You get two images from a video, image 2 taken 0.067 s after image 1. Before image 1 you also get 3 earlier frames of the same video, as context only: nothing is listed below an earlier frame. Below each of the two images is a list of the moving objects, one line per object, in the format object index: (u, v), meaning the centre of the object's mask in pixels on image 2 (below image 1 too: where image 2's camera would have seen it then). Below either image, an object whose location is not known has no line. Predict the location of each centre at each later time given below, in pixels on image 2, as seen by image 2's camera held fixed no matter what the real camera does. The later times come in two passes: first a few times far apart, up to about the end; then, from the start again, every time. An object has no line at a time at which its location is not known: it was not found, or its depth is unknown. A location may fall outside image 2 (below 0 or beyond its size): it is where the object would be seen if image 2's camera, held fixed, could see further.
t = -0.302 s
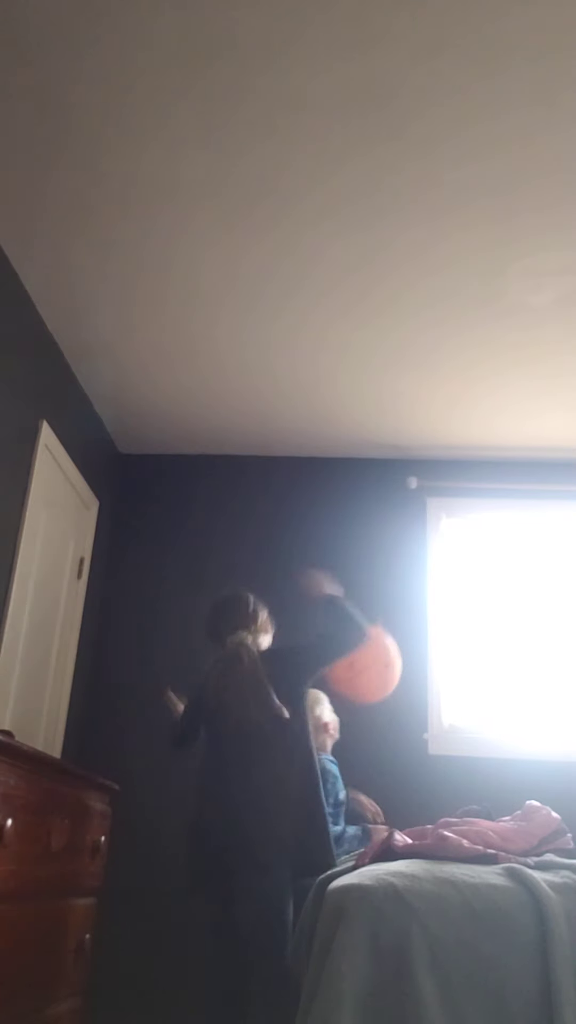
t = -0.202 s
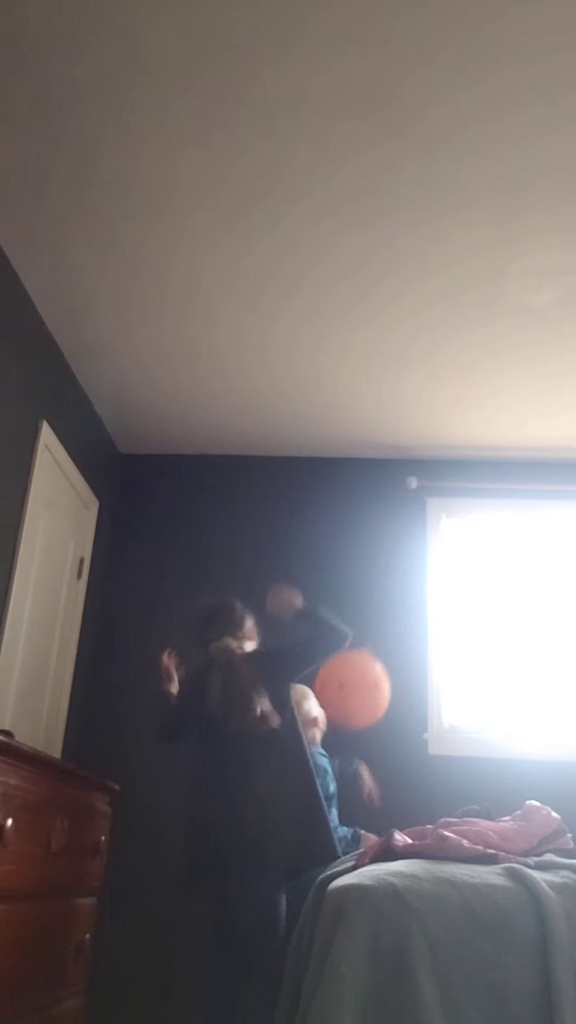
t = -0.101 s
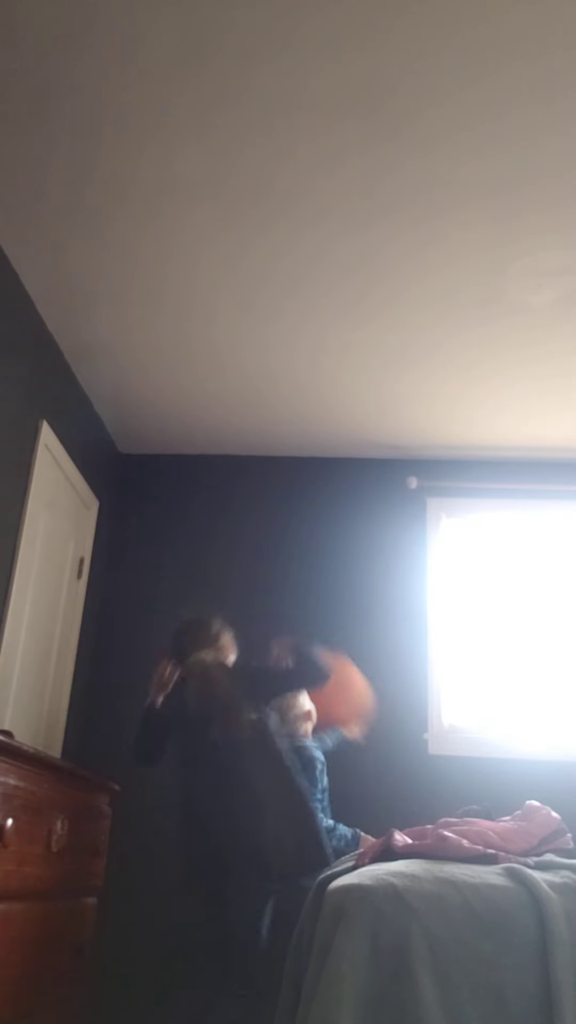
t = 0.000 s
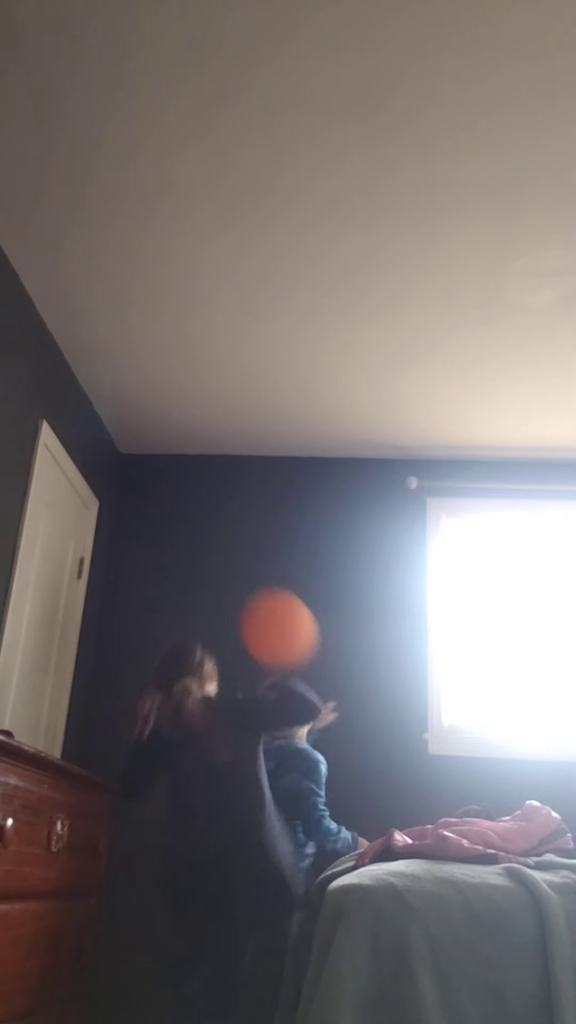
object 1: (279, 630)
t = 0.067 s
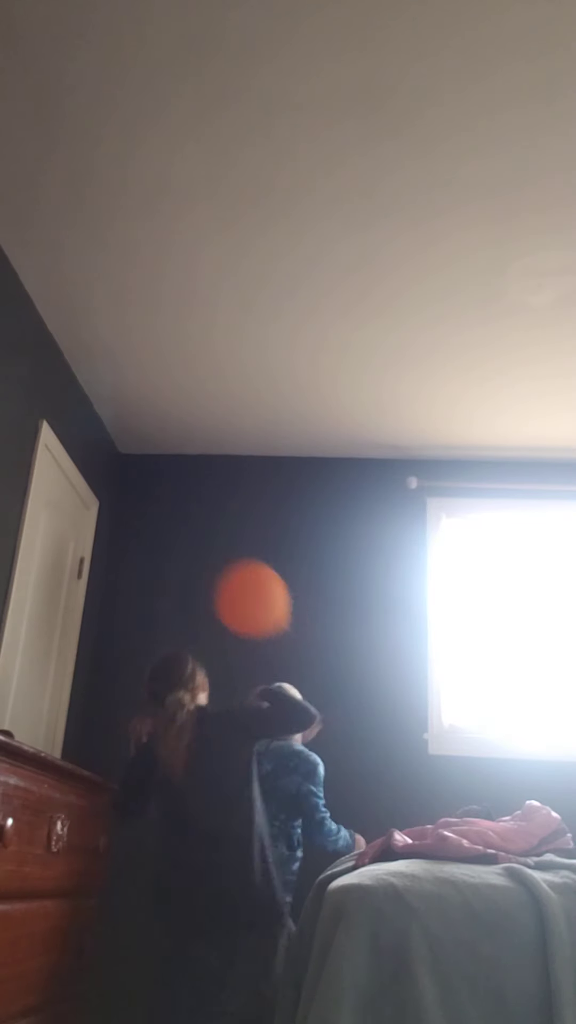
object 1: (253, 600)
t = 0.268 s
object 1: (192, 549)
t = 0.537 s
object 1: (134, 556)
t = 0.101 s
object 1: (240, 587)
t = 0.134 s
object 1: (228, 576)
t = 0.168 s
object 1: (218, 568)
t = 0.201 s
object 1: (209, 561)
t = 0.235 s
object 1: (200, 555)
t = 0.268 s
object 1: (192, 549)
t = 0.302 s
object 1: (184, 546)
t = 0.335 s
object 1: (176, 545)
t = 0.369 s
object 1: (168, 545)
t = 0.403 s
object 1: (161, 545)
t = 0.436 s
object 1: (153, 546)
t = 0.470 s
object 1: (146, 548)
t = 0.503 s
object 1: (140, 552)
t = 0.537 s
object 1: (134, 556)
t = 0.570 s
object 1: (127, 560)
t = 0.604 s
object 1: (120, 565)
